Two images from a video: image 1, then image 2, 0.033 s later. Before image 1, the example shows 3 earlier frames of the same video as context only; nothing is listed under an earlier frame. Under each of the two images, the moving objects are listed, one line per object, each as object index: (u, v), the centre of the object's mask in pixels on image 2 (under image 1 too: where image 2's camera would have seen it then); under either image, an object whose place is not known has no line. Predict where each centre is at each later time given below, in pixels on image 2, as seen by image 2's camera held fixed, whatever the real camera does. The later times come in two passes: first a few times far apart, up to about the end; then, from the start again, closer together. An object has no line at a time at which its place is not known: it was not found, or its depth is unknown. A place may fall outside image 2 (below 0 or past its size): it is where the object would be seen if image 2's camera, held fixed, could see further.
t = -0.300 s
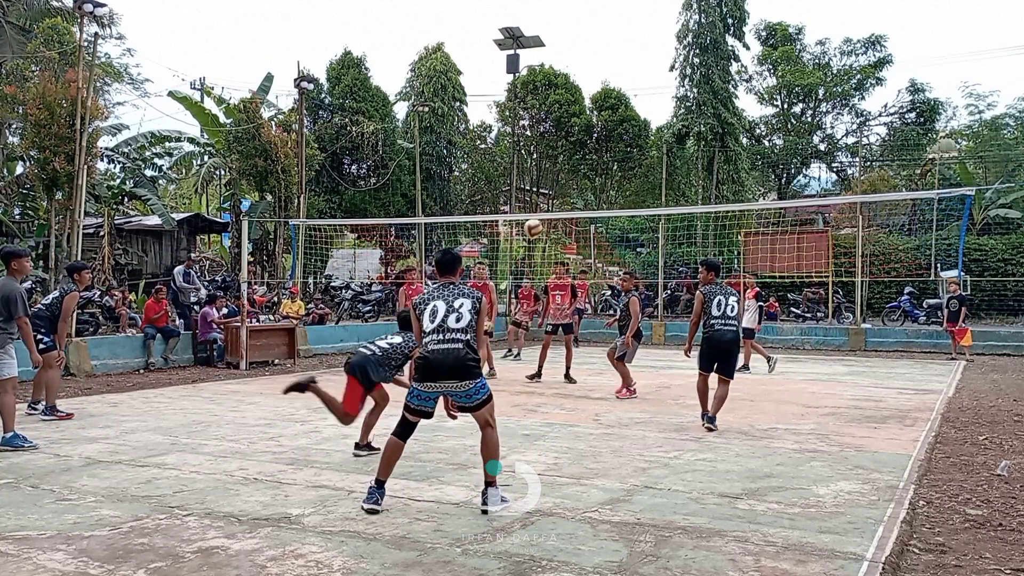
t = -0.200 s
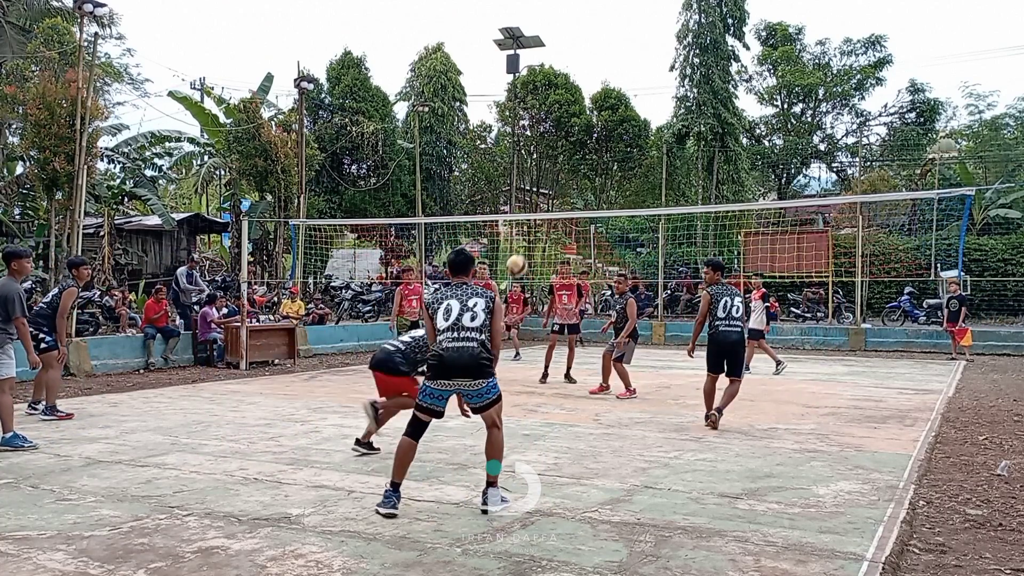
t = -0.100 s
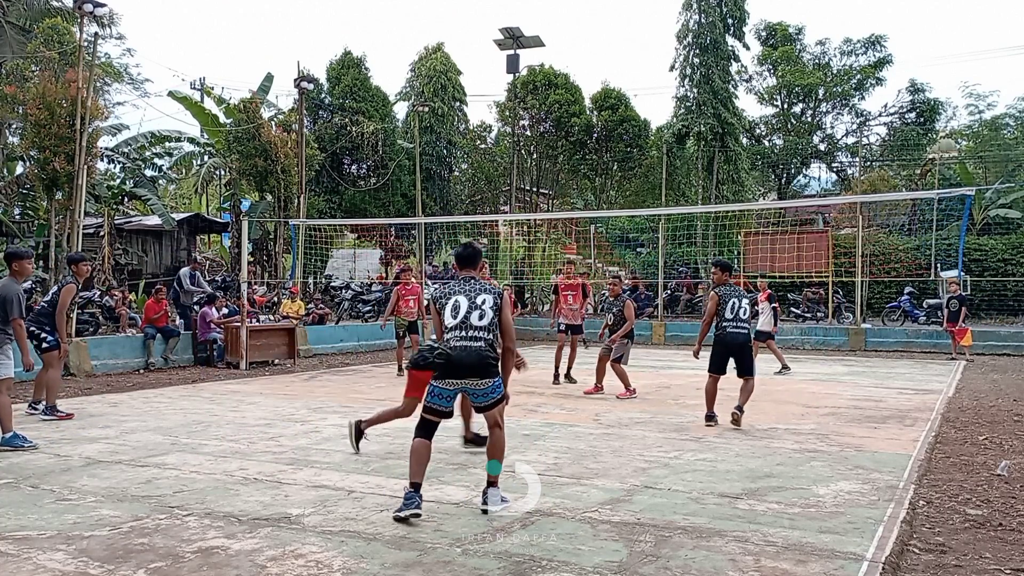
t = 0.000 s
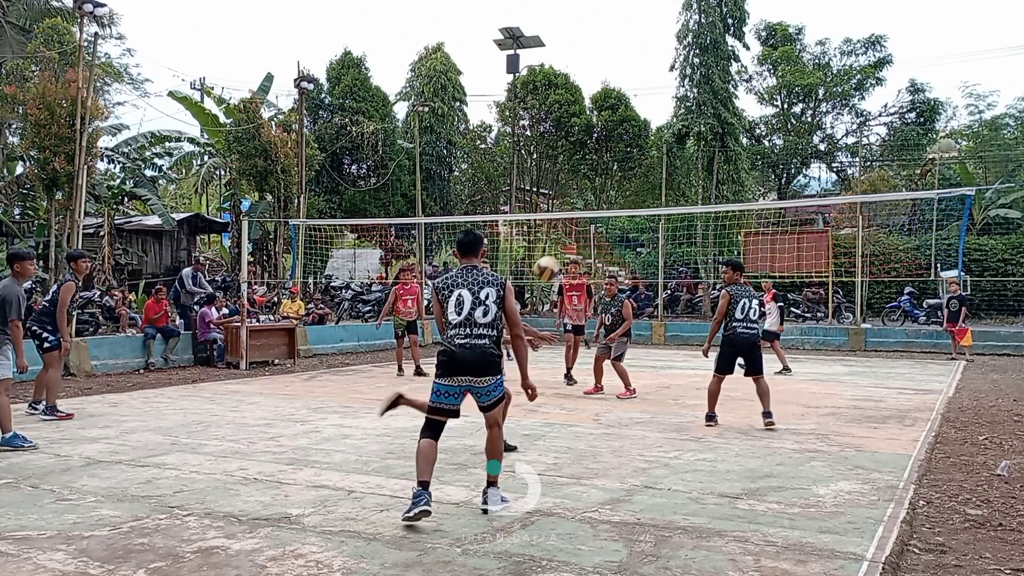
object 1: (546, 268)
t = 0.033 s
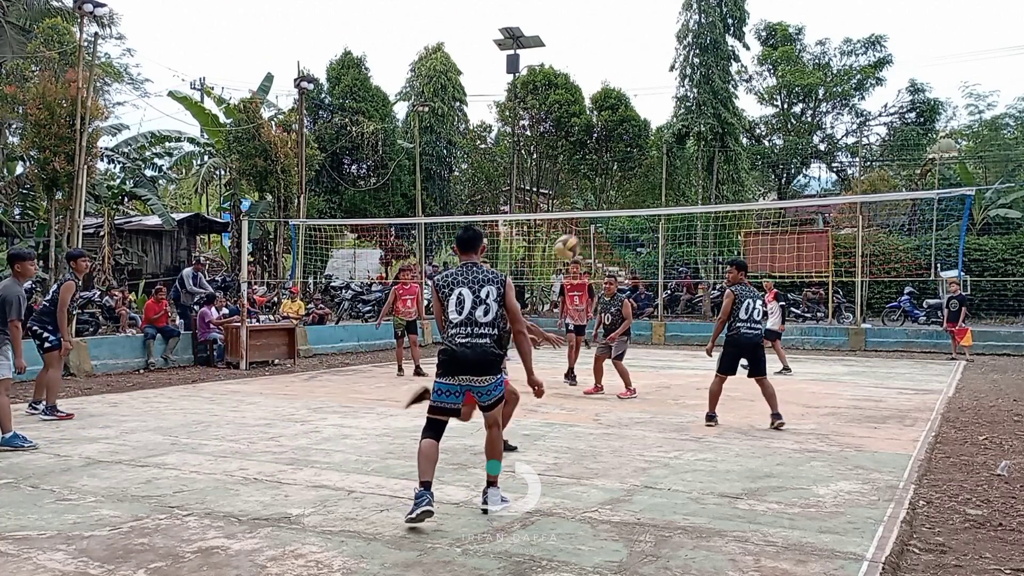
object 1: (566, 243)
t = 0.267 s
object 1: (708, 132)
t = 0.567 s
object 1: (885, 79)
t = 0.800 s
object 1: (1016, 113)
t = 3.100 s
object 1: (1007, 378)
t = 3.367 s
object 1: (953, 364)
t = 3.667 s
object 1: (898, 396)
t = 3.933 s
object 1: (856, 369)
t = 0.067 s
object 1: (587, 226)
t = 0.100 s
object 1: (608, 204)
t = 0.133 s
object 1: (629, 187)
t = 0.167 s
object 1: (649, 171)
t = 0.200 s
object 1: (671, 157)
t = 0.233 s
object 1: (688, 143)
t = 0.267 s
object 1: (708, 132)
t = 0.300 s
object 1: (728, 121)
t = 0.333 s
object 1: (747, 111)
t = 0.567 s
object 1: (885, 79)
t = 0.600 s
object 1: (905, 81)
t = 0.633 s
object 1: (924, 83)
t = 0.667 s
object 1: (943, 86)
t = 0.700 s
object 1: (962, 91)
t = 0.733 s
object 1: (982, 97)
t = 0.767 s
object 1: (1000, 104)
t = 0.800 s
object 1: (1016, 113)
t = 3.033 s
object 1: (1017, 393)
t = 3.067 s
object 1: (1014, 384)
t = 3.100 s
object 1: (1007, 378)
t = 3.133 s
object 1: (1000, 372)
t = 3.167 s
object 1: (994, 368)
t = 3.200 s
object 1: (986, 365)
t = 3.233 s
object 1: (980, 362)
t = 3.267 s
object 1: (973, 361)
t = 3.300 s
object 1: (966, 361)
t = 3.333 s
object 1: (960, 362)
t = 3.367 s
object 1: (953, 364)
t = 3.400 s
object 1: (948, 367)
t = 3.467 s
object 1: (934, 375)
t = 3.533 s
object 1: (922, 389)
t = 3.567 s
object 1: (915, 397)
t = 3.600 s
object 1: (909, 406)
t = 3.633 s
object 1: (904, 404)
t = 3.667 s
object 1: (898, 396)
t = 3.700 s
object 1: (893, 390)
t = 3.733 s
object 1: (887, 384)
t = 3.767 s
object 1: (882, 379)
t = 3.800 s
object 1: (877, 375)
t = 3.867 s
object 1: (866, 370)
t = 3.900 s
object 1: (861, 369)
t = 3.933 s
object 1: (856, 369)
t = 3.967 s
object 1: (851, 370)
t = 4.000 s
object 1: (845, 372)
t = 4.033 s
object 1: (840, 376)
